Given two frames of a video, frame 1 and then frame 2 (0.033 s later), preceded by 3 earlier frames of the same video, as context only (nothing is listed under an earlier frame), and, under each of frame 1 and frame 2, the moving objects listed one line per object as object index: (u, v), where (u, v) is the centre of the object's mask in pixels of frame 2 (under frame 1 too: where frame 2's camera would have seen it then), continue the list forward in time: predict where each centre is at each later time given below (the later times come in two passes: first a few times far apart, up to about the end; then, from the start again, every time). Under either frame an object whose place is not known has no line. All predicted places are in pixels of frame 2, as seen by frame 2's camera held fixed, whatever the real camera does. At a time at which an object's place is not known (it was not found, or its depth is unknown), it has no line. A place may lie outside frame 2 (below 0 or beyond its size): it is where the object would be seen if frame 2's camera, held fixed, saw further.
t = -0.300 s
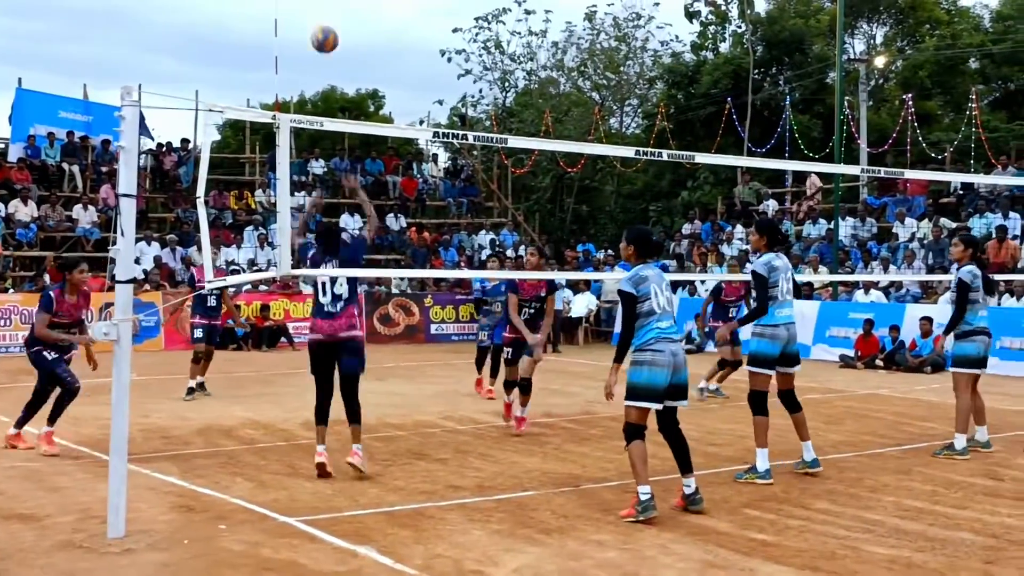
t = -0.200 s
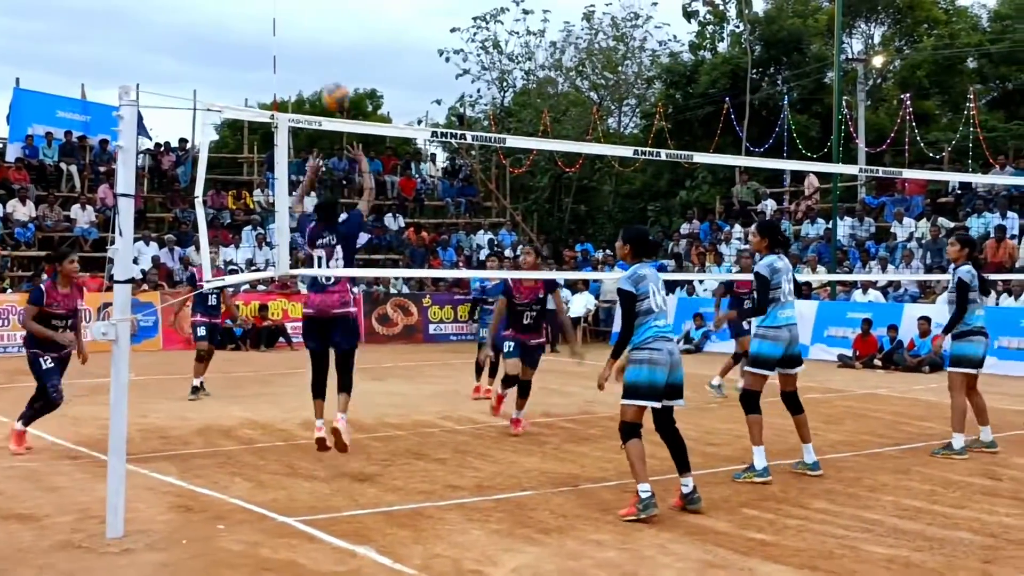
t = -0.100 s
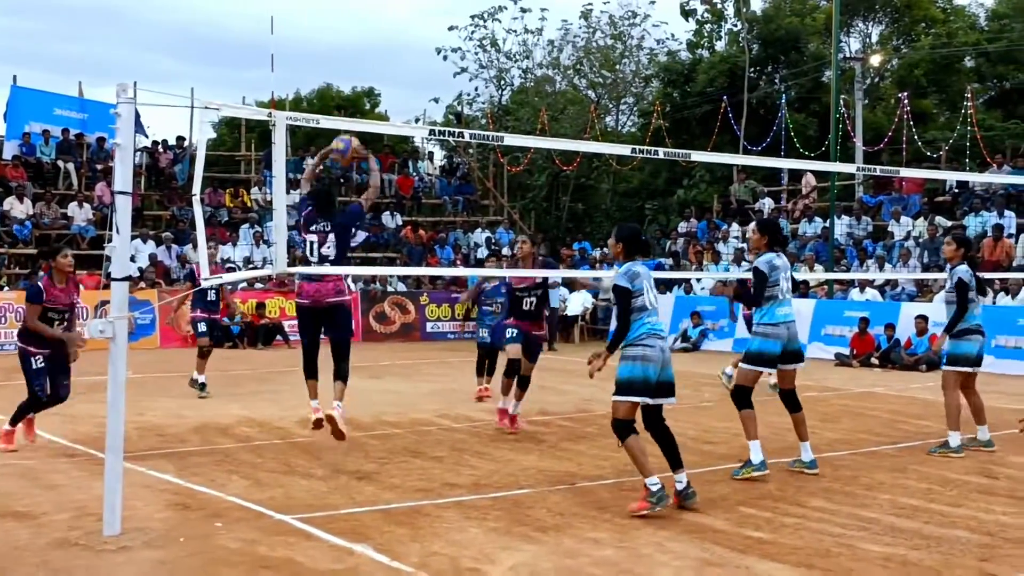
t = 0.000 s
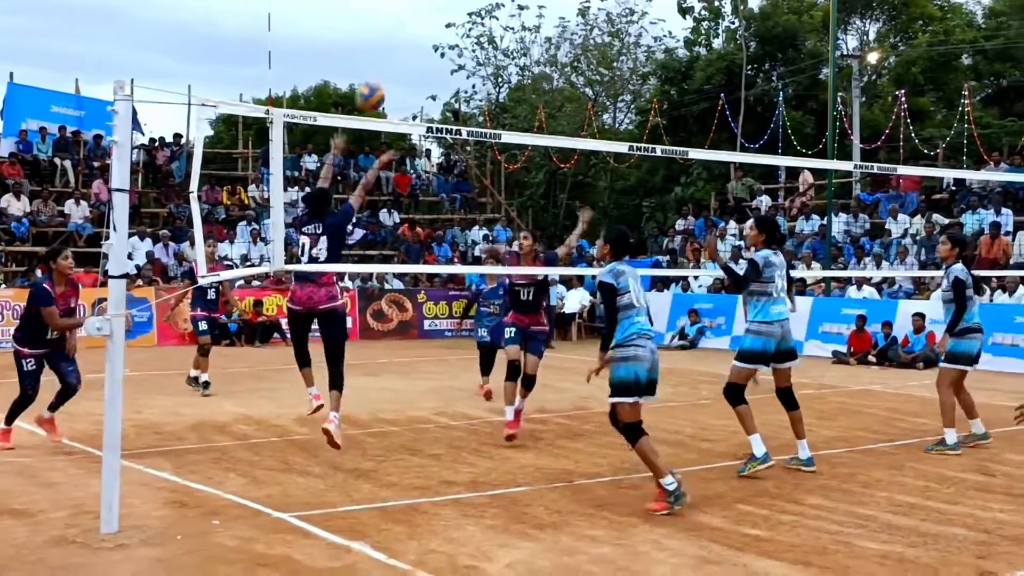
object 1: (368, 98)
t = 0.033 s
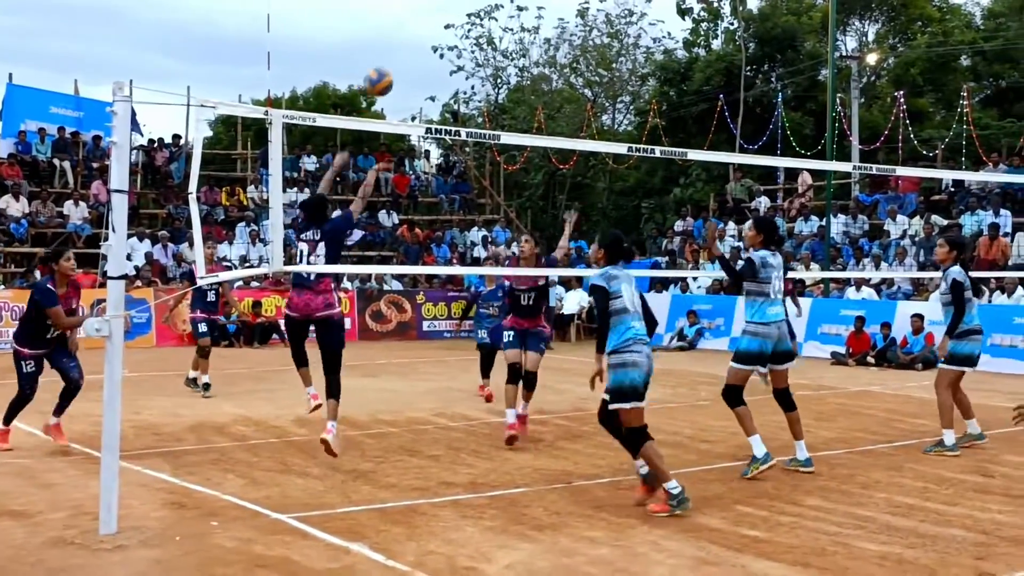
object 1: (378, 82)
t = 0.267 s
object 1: (442, 20)
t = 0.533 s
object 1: (508, 42)
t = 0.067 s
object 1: (388, 68)
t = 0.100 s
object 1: (397, 56)
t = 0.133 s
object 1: (406, 46)
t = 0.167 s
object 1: (415, 37)
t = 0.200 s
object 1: (424, 30)
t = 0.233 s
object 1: (433, 24)
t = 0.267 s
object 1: (442, 20)
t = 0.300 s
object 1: (450, 17)
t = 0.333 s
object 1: (459, 16)
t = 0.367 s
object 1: (467, 17)
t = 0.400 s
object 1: (476, 19)
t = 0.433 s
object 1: (484, 22)
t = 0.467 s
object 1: (493, 27)
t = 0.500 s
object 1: (501, 35)
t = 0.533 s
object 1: (508, 42)
